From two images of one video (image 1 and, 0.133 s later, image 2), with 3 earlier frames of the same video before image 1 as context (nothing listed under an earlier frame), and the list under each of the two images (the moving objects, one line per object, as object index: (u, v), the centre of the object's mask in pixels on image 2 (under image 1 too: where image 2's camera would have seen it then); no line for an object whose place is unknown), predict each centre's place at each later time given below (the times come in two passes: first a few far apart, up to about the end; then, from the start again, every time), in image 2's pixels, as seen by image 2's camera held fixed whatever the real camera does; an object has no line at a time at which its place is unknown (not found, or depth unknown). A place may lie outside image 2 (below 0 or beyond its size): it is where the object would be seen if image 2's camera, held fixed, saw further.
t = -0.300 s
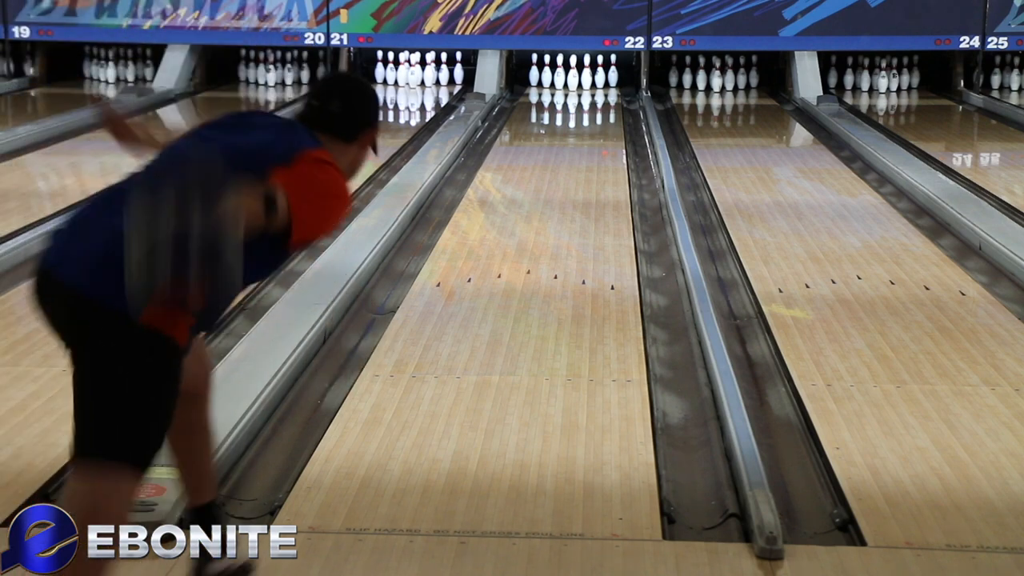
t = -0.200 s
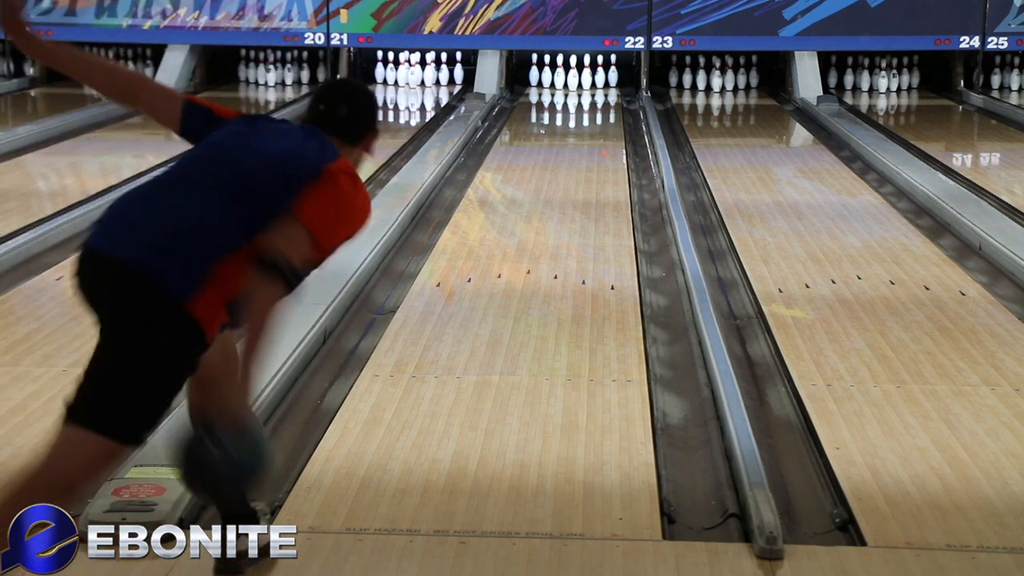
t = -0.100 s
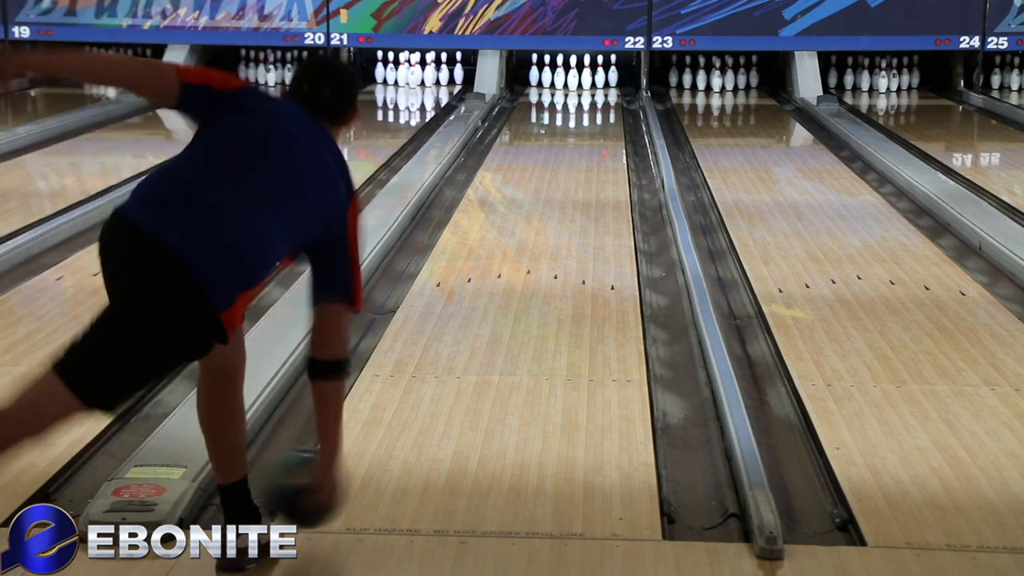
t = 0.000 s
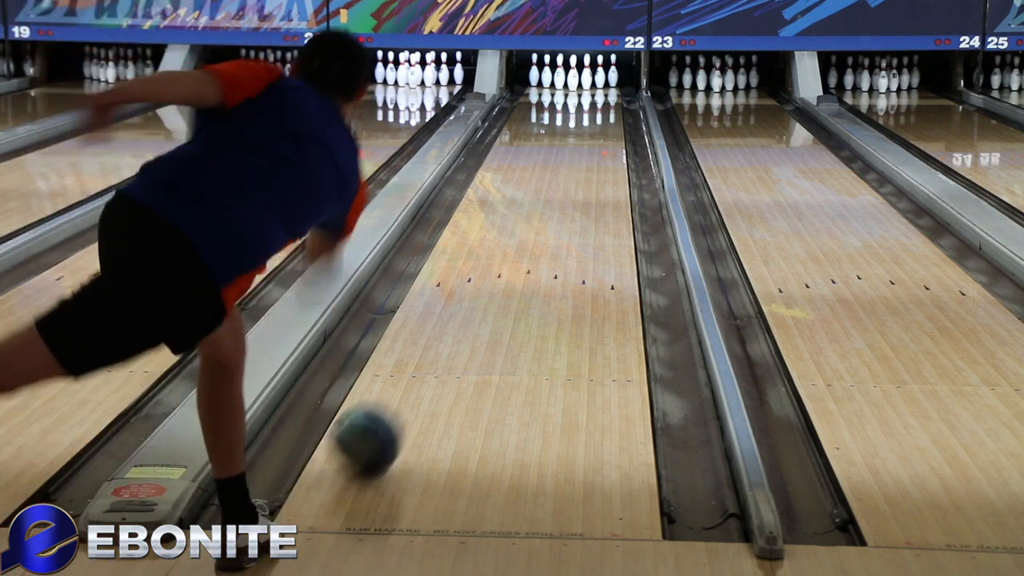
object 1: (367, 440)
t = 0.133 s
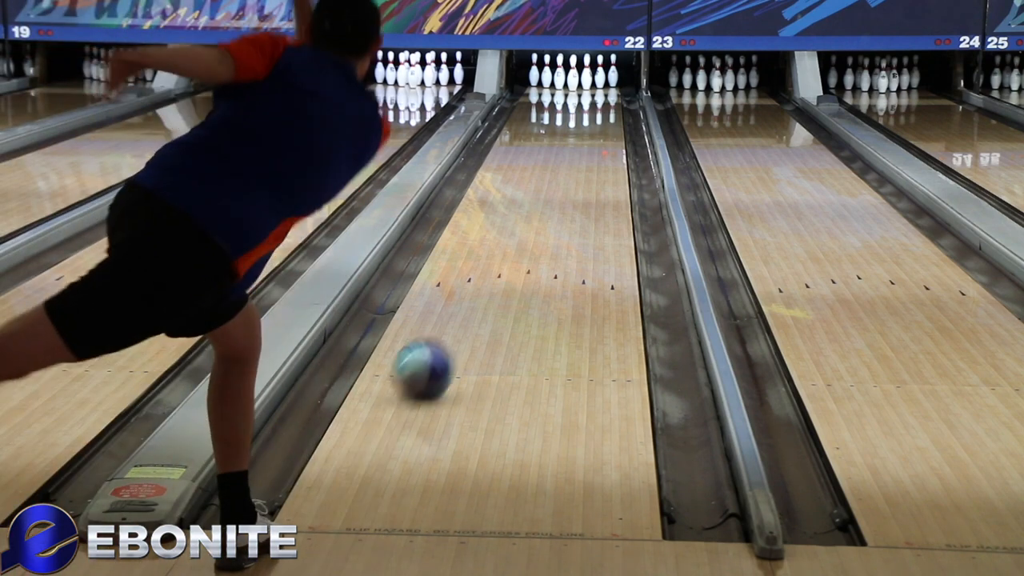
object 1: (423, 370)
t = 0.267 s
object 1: (465, 317)
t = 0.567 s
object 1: (526, 237)
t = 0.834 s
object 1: (559, 191)
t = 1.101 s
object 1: (580, 157)
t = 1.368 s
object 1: (594, 132)
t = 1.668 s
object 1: (599, 111)
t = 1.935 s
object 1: (595, 96)
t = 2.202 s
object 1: (582, 84)
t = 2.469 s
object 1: (574, 78)
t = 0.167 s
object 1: (435, 356)
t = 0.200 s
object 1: (446, 341)
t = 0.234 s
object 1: (456, 329)
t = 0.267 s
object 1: (465, 317)
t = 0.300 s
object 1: (474, 307)
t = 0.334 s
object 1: (482, 295)
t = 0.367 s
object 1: (490, 286)
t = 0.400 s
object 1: (496, 277)
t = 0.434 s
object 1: (504, 268)
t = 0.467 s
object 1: (510, 260)
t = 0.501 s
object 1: (516, 252)
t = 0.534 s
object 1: (521, 244)
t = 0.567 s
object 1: (526, 237)
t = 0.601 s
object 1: (531, 230)
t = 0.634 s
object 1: (536, 224)
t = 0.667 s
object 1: (540, 218)
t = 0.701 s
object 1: (544, 212)
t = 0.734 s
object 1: (548, 206)
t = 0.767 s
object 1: (552, 201)
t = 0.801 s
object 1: (555, 196)
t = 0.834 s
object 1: (559, 191)
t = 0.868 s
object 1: (562, 186)
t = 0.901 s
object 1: (565, 182)
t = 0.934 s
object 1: (568, 177)
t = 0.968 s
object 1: (570, 173)
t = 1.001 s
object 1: (573, 169)
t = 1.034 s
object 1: (576, 165)
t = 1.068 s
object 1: (578, 161)
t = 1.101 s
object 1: (580, 157)
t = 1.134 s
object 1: (582, 154)
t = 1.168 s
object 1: (584, 151)
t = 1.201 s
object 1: (586, 147)
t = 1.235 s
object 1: (588, 144)
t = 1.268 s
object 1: (590, 141)
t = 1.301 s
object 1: (592, 138)
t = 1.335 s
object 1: (593, 136)
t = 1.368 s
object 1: (594, 132)
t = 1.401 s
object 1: (595, 129)
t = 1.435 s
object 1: (595, 127)
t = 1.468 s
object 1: (597, 124)
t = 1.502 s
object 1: (598, 123)
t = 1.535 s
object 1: (598, 120)
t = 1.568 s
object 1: (598, 117)
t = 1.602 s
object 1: (599, 115)
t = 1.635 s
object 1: (599, 113)
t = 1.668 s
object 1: (599, 111)
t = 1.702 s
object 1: (599, 110)
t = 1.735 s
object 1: (599, 107)
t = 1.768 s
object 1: (598, 105)
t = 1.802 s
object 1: (599, 104)
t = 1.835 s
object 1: (598, 102)
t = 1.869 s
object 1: (597, 100)
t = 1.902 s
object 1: (595, 98)
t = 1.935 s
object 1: (595, 96)
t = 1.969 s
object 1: (594, 94)
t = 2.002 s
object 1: (592, 92)
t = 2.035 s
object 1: (591, 91)
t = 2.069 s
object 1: (589, 89)
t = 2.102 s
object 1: (588, 88)
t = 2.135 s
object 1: (586, 87)
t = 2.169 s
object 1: (585, 85)
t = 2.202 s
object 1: (582, 84)
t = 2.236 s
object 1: (580, 83)
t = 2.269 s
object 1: (580, 82)
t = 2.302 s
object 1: (579, 81)
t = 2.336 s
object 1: (577, 79)
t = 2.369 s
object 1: (576, 79)
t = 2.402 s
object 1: (576, 79)
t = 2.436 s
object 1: (575, 78)
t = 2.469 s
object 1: (574, 78)
